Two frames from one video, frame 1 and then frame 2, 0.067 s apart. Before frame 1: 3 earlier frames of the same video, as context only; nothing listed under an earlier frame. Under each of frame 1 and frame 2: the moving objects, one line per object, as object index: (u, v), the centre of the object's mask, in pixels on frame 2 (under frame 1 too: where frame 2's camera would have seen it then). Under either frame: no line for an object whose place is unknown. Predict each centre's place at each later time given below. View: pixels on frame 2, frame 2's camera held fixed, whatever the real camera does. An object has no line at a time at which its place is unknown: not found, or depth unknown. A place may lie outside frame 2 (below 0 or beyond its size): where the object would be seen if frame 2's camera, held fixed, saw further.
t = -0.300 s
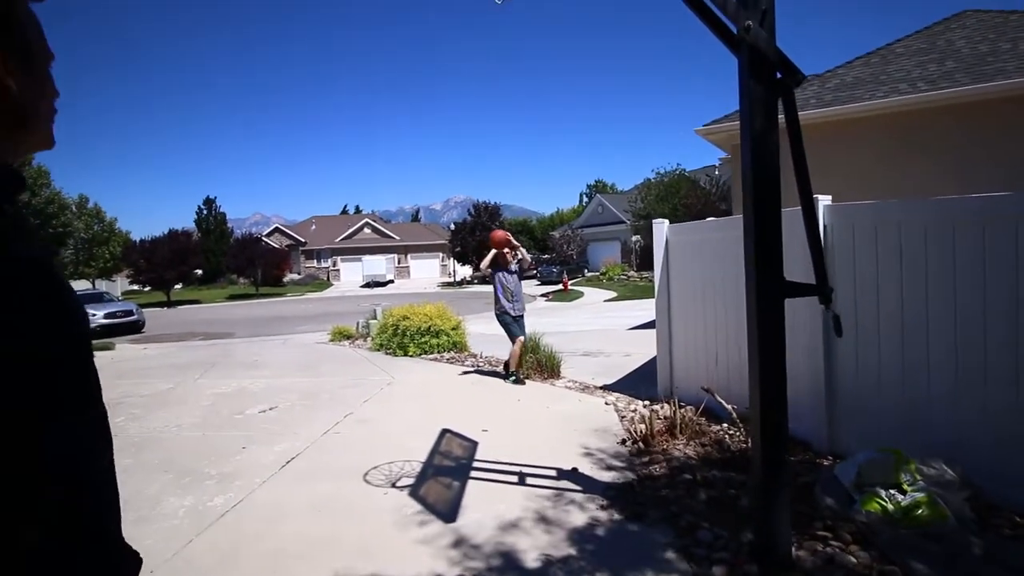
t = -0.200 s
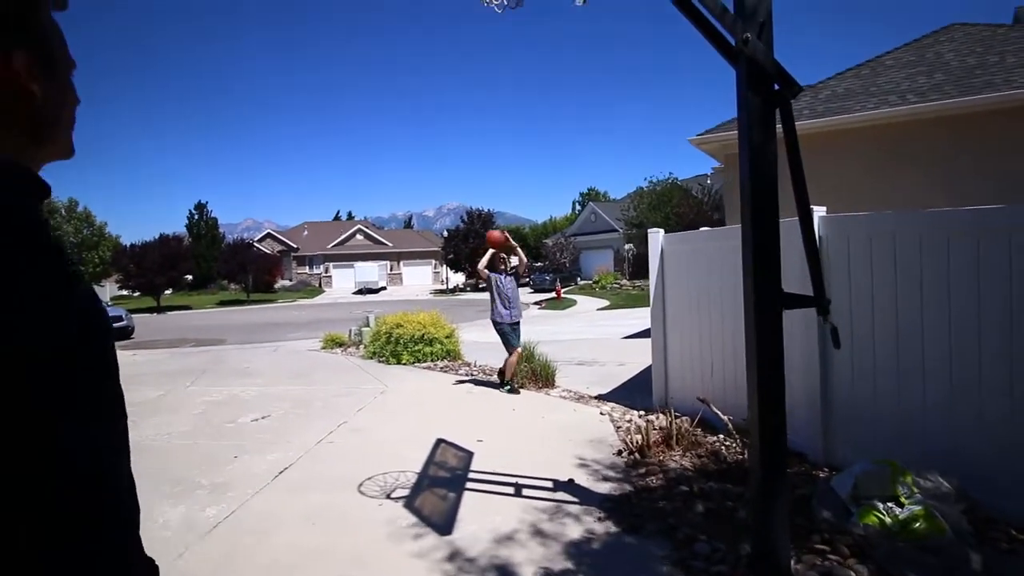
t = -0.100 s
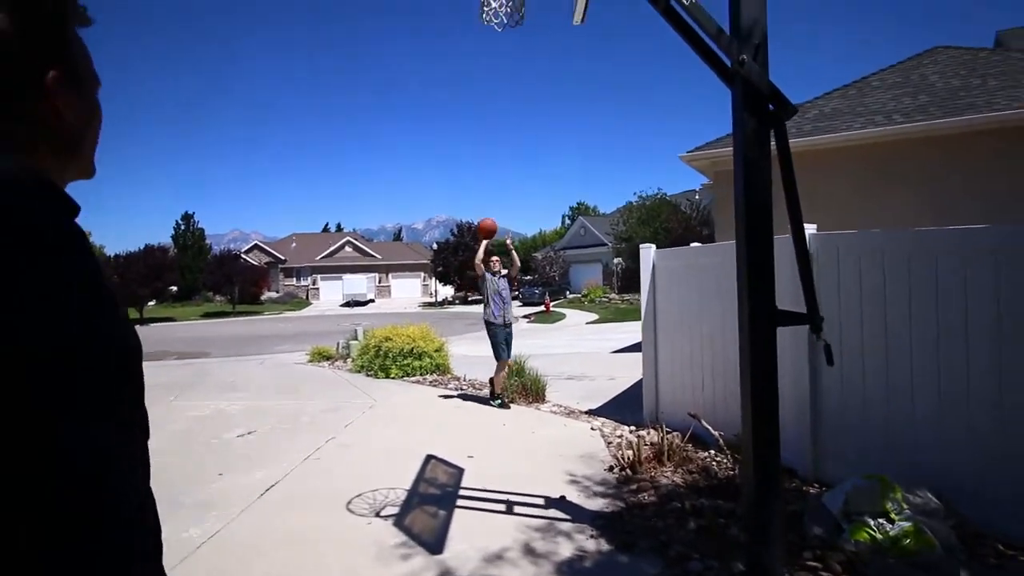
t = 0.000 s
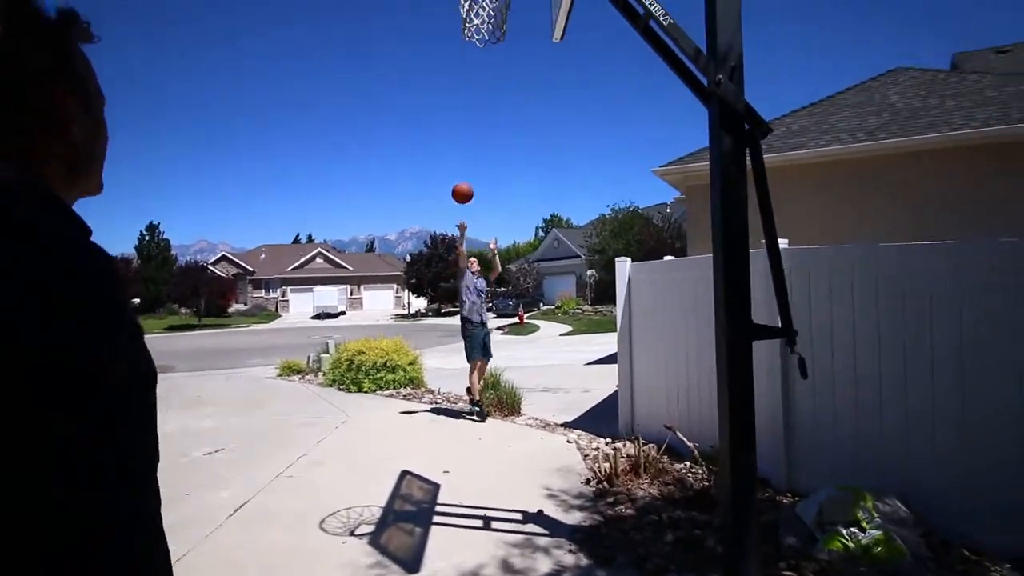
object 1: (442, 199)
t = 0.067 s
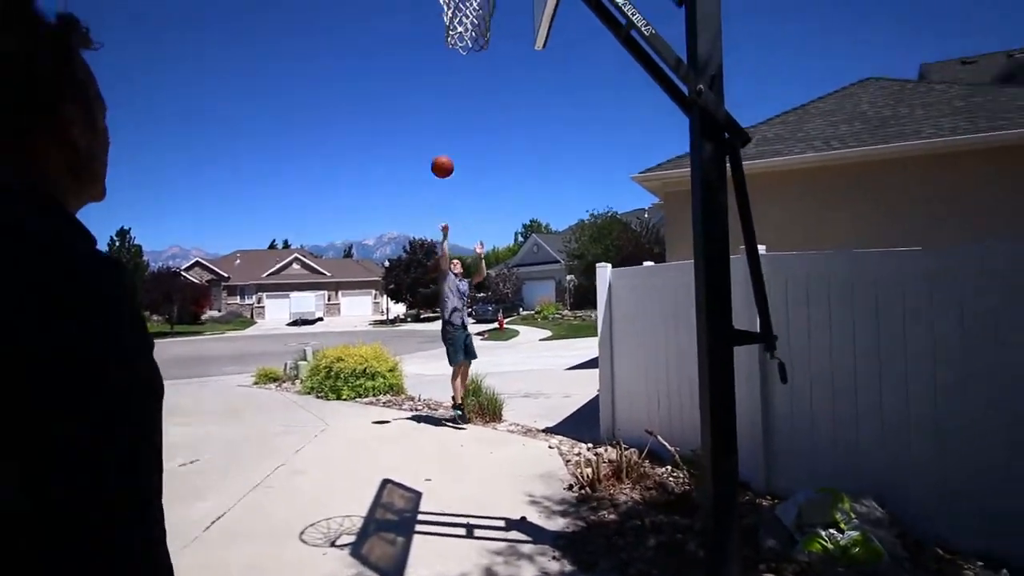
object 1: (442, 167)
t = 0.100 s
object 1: (442, 151)
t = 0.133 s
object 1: (441, 137)
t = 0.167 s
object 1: (440, 122)
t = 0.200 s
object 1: (440, 106)
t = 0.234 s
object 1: (438, 92)
